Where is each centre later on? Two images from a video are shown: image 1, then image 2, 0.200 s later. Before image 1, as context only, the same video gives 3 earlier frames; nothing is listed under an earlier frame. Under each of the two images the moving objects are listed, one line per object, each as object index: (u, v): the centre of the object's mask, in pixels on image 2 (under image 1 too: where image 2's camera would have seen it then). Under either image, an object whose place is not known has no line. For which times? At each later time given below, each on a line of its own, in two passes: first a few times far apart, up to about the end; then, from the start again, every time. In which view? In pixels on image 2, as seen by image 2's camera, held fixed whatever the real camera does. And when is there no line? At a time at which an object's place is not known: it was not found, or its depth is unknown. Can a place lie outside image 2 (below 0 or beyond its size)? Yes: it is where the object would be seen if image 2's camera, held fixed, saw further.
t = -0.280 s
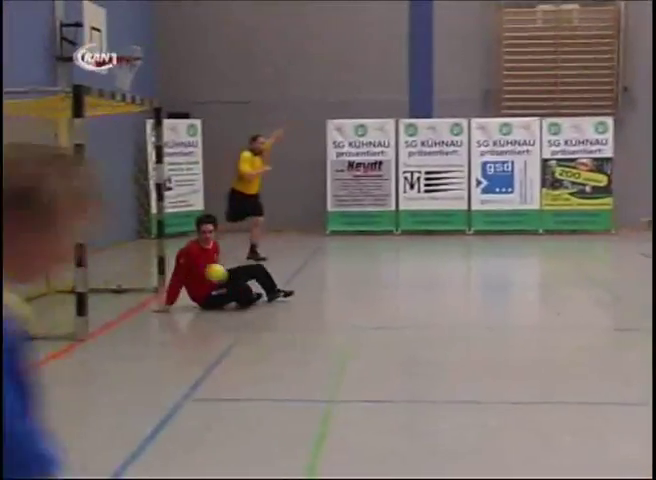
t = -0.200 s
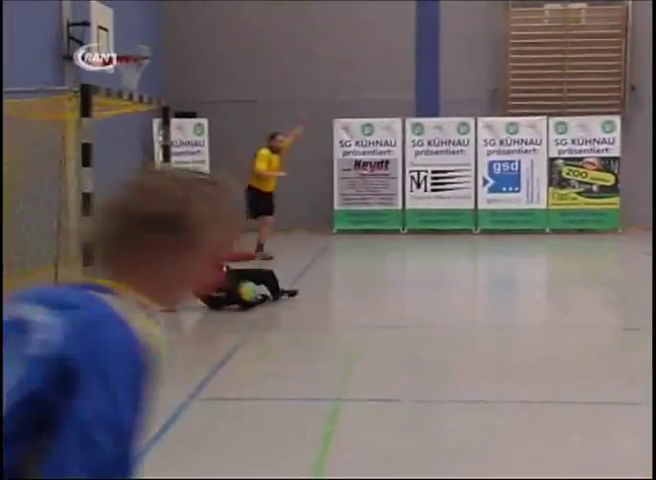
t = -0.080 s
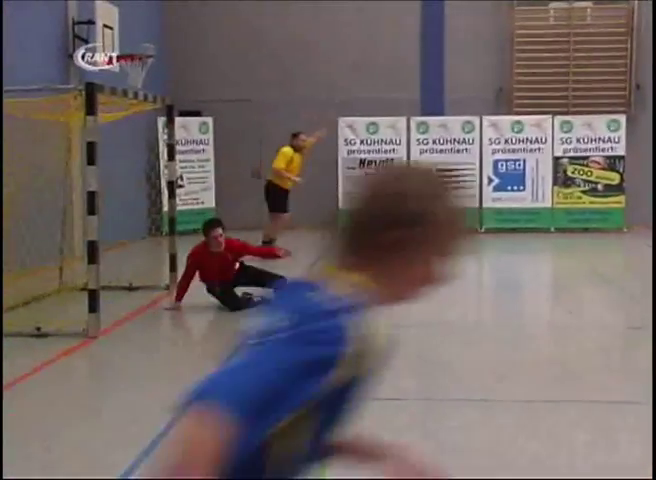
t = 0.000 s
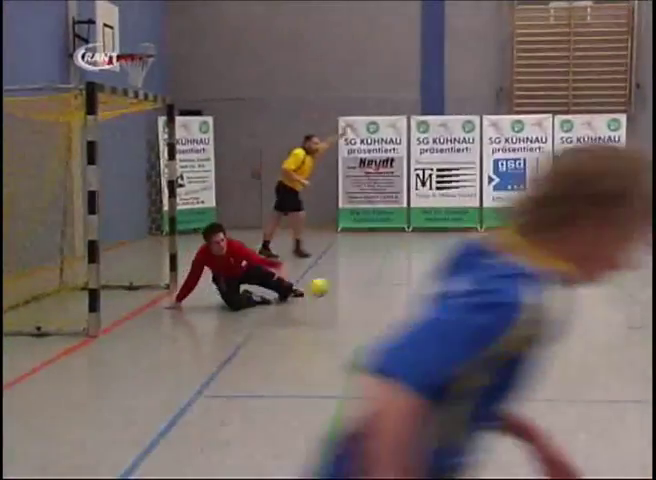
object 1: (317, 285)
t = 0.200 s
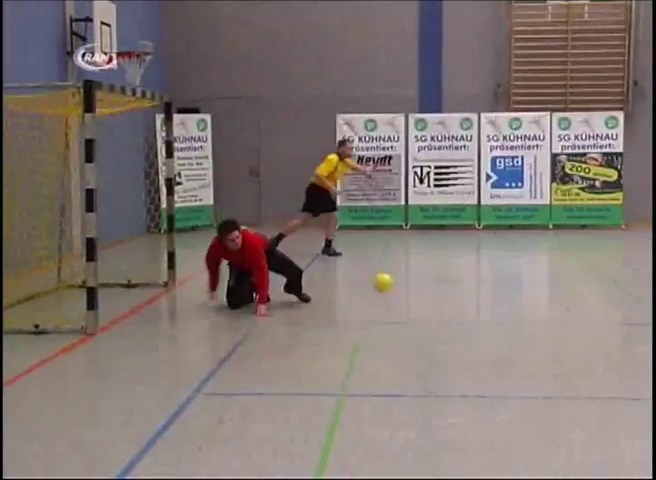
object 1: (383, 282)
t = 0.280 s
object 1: (409, 294)
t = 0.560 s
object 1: (511, 305)
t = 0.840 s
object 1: (624, 327)
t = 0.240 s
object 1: (396, 288)
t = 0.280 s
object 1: (409, 294)
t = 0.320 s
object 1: (423, 302)
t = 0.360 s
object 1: (437, 313)
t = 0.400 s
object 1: (451, 323)
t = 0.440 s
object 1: (465, 313)
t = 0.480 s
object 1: (481, 308)
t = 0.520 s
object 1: (497, 305)
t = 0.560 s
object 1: (511, 305)
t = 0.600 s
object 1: (526, 305)
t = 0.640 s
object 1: (542, 308)
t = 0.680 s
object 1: (558, 313)
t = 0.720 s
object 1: (574, 321)
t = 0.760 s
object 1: (590, 332)
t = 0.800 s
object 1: (606, 333)
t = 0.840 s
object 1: (624, 327)
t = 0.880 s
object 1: (640, 326)
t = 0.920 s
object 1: (648, 329)
